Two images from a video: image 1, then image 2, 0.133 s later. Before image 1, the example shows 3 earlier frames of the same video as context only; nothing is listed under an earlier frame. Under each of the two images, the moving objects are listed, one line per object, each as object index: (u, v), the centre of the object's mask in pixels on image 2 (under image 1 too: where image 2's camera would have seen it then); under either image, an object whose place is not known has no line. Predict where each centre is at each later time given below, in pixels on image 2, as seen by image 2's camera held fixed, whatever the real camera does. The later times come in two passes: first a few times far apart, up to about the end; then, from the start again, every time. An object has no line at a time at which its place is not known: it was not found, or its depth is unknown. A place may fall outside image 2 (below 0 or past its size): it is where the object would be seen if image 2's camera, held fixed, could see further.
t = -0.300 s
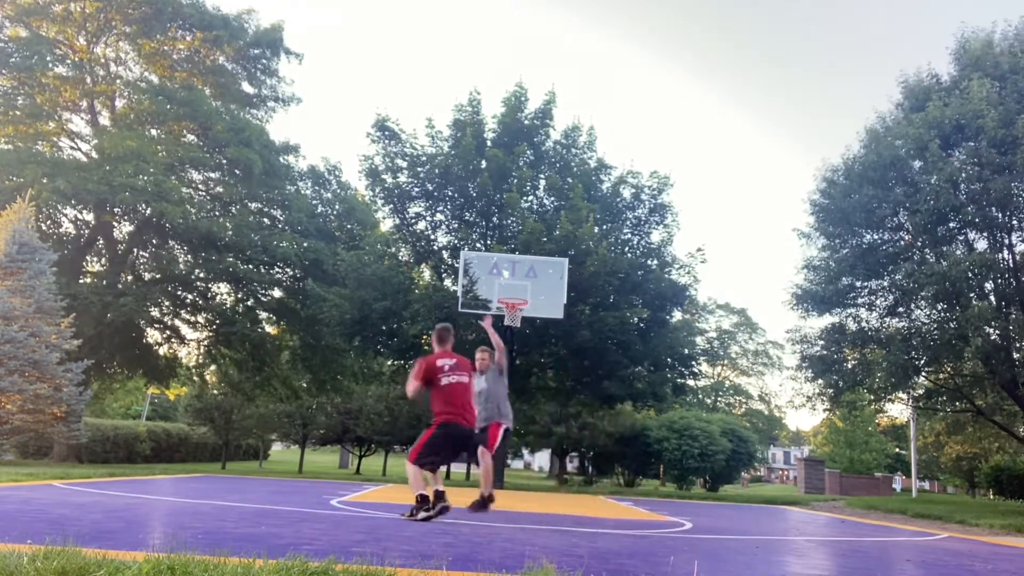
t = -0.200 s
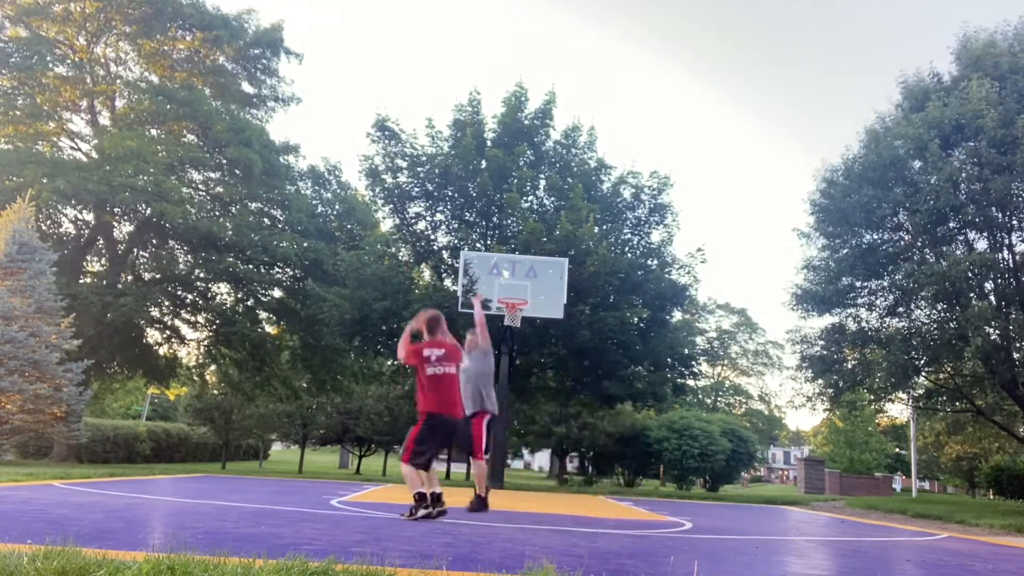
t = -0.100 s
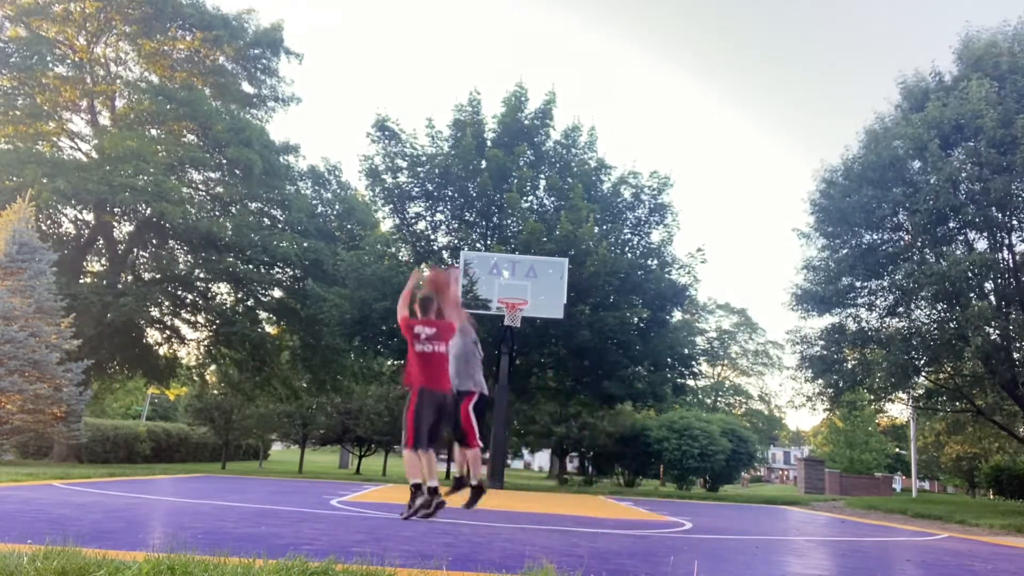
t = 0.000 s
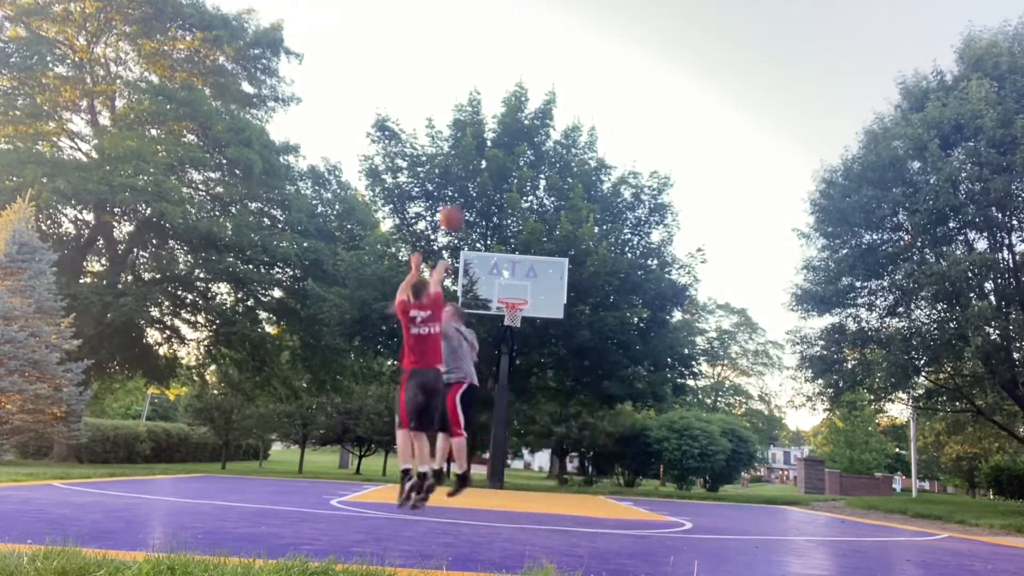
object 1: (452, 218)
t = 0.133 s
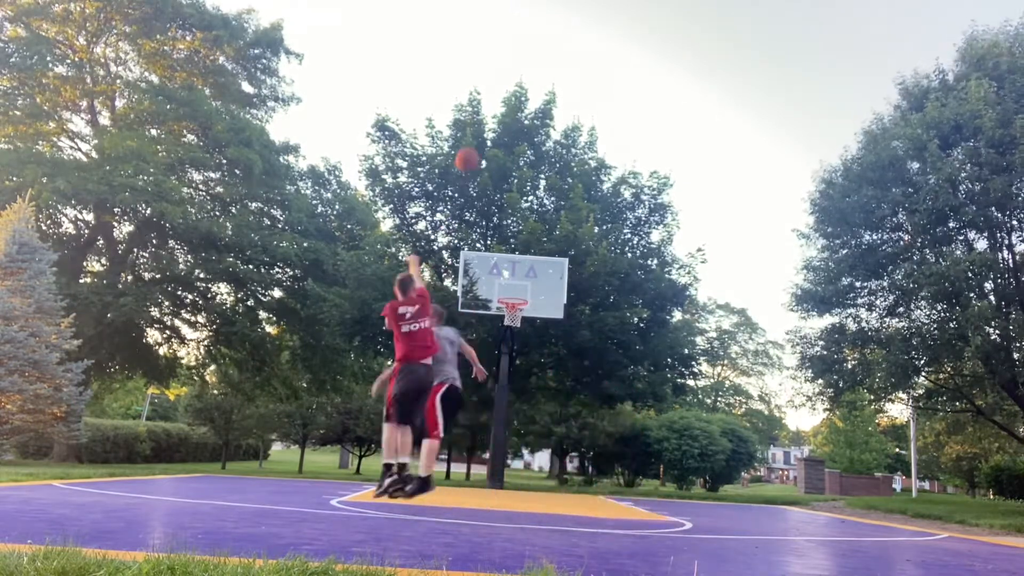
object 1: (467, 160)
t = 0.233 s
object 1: (476, 132)
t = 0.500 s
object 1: (495, 106)
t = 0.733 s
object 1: (505, 124)
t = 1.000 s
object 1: (511, 180)
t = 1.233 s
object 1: (514, 255)
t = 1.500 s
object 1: (512, 341)
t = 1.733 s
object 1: (507, 411)
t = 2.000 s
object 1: (502, 459)
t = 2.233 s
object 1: (501, 405)
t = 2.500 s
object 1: (497, 381)
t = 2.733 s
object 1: (492, 393)
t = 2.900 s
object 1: (487, 422)
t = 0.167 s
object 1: (470, 149)
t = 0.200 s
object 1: (474, 139)
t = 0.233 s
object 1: (476, 132)
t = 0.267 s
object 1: (478, 126)
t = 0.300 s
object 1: (481, 120)
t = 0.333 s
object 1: (484, 115)
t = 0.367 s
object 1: (487, 111)
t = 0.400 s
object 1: (489, 109)
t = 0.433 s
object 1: (492, 107)
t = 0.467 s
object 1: (493, 105)
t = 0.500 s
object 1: (495, 106)
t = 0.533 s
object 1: (497, 106)
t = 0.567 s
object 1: (498, 107)
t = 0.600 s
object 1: (500, 109)
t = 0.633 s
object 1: (502, 111)
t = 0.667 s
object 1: (503, 115)
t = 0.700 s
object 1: (504, 118)
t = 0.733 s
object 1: (505, 124)
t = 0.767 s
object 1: (508, 128)
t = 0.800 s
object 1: (507, 133)
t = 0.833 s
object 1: (507, 141)
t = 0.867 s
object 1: (508, 146)
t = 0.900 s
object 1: (510, 154)
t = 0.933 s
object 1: (511, 163)
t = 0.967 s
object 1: (512, 171)
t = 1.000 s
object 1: (511, 180)
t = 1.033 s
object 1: (512, 189)
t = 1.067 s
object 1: (512, 198)
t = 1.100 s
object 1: (512, 209)
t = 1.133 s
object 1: (513, 220)
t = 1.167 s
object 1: (512, 232)
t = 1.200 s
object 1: (513, 242)
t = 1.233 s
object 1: (514, 255)
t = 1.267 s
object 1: (514, 268)
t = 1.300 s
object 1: (514, 281)
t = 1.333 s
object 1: (513, 295)
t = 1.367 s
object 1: (515, 310)
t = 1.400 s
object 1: (514, 319)
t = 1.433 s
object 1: (514, 324)
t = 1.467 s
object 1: (513, 333)
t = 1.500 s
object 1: (512, 341)
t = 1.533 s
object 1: (512, 349)
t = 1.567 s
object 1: (511, 358)
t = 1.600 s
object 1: (511, 368)
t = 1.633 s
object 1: (509, 378)
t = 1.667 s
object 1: (509, 388)
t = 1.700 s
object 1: (508, 399)
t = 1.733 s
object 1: (507, 411)
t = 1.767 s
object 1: (505, 423)
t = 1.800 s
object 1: (505, 436)
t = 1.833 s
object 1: (504, 448)
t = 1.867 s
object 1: (503, 462)
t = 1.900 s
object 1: (501, 477)
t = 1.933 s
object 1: (501, 480)
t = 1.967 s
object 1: (501, 469)
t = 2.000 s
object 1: (502, 459)
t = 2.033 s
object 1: (501, 449)
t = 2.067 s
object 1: (502, 439)
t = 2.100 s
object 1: (501, 431)
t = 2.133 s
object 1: (501, 424)
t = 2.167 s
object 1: (501, 417)
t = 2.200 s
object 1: (501, 410)
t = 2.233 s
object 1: (501, 405)
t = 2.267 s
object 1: (501, 399)
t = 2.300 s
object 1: (501, 395)
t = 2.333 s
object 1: (500, 391)
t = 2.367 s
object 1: (500, 387)
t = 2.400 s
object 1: (499, 385)
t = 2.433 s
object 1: (499, 383)
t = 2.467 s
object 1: (498, 382)
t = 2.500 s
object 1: (497, 381)
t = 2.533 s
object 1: (497, 381)
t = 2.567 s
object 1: (496, 381)
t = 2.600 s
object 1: (496, 382)
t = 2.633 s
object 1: (495, 384)
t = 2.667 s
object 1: (494, 386)
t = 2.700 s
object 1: (493, 389)
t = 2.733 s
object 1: (492, 393)
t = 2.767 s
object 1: (492, 398)
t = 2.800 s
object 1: (490, 403)
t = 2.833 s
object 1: (489, 408)
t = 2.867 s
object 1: (488, 414)
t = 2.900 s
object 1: (487, 422)
